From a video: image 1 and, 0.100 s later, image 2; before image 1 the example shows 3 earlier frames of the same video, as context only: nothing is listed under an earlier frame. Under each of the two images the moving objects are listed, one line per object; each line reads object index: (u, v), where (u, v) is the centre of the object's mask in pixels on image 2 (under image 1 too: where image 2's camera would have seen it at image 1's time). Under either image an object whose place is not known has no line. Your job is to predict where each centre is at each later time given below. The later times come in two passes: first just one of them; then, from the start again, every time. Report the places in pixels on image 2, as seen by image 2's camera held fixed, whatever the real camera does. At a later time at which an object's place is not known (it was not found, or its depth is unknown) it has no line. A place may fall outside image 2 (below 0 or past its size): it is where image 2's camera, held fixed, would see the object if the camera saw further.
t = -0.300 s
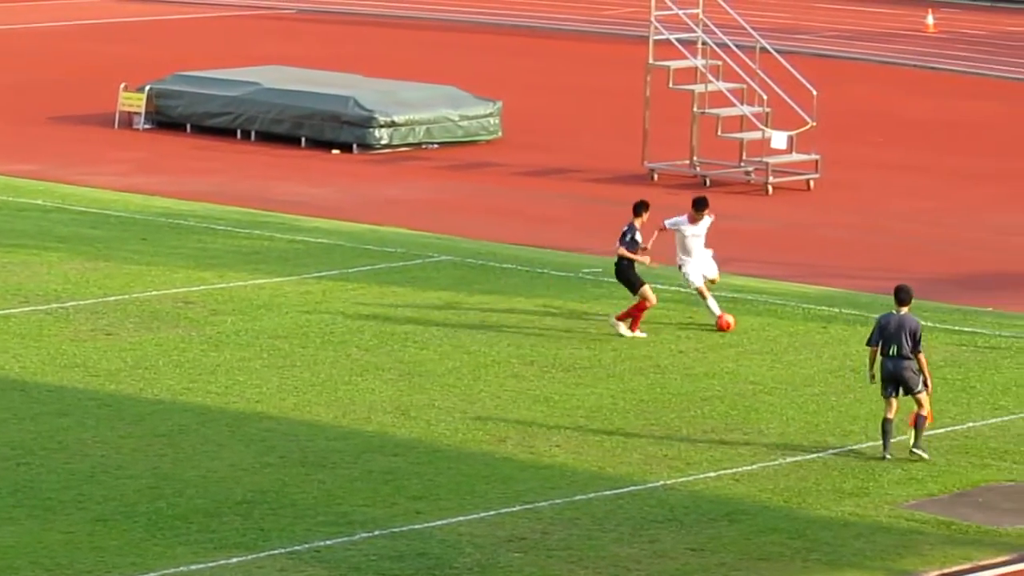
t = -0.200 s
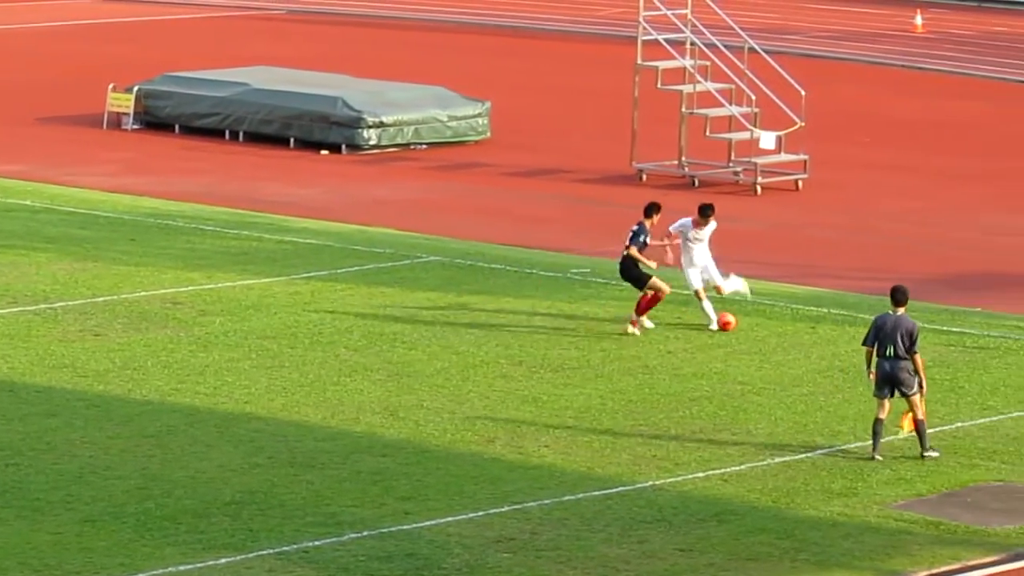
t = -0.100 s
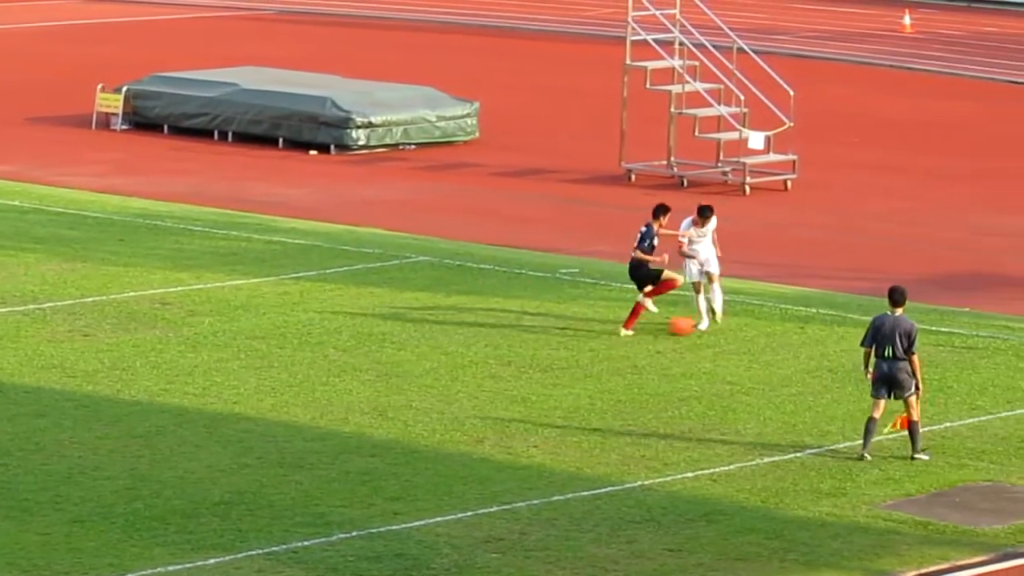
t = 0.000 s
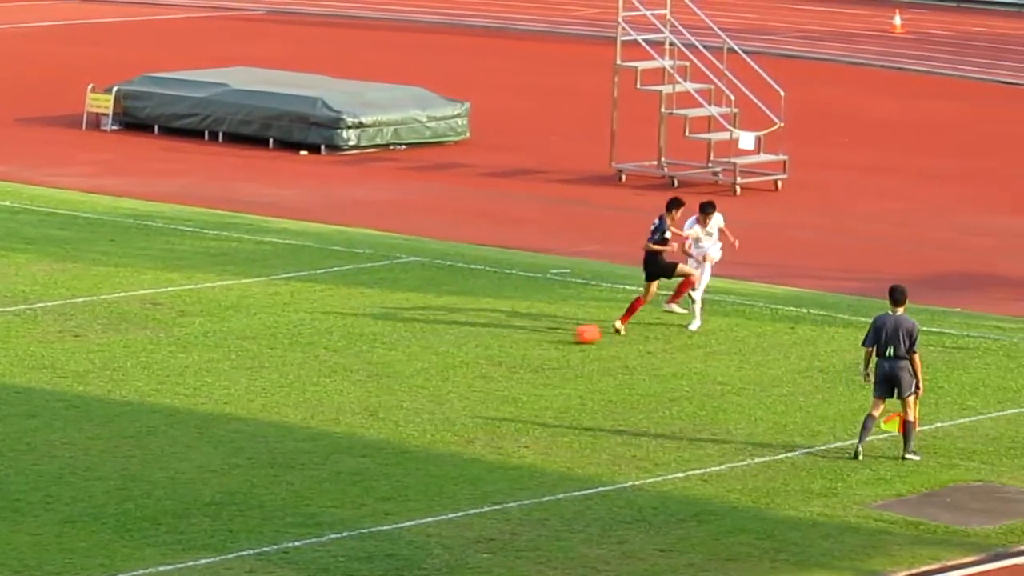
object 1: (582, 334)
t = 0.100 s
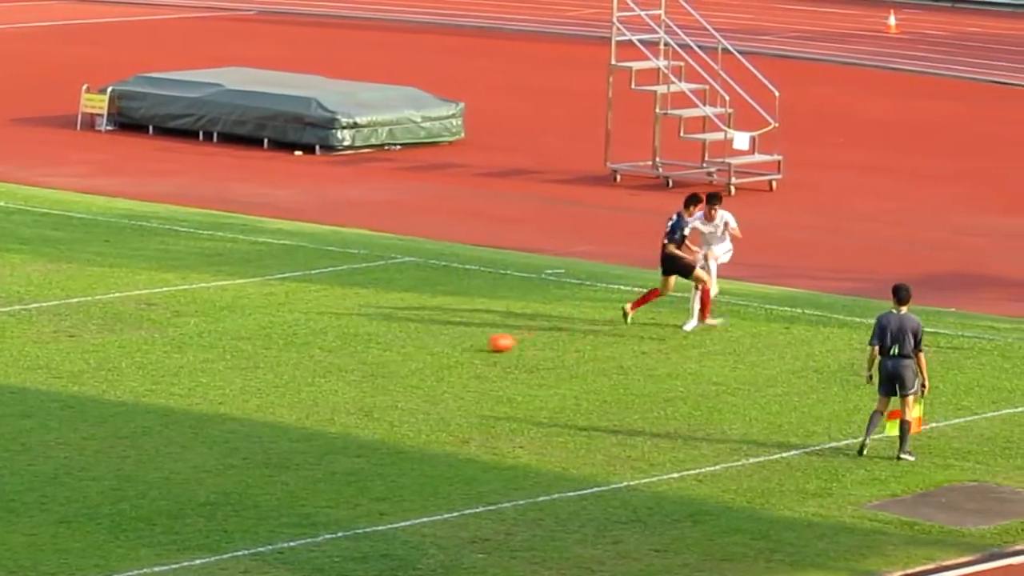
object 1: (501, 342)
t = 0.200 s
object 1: (425, 349)
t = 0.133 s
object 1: (475, 345)
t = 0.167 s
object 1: (450, 347)
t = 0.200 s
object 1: (425, 349)
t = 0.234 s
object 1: (400, 353)
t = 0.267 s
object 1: (375, 355)
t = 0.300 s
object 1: (352, 357)
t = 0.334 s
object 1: (328, 360)
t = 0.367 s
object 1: (305, 362)
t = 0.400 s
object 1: (284, 363)
